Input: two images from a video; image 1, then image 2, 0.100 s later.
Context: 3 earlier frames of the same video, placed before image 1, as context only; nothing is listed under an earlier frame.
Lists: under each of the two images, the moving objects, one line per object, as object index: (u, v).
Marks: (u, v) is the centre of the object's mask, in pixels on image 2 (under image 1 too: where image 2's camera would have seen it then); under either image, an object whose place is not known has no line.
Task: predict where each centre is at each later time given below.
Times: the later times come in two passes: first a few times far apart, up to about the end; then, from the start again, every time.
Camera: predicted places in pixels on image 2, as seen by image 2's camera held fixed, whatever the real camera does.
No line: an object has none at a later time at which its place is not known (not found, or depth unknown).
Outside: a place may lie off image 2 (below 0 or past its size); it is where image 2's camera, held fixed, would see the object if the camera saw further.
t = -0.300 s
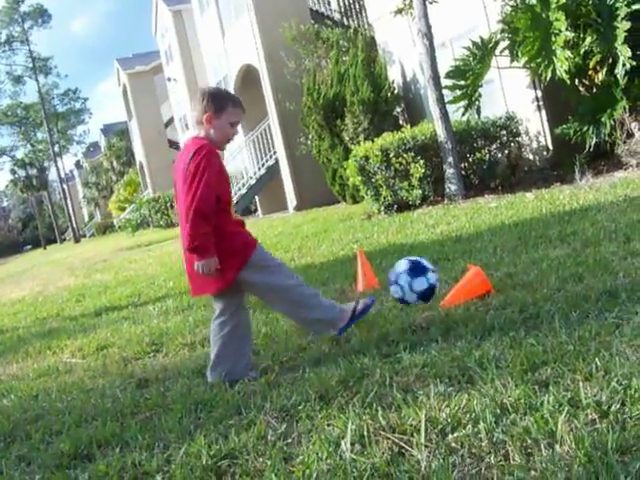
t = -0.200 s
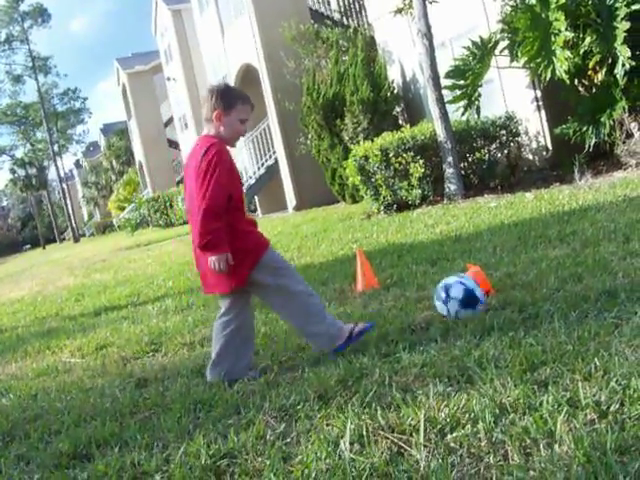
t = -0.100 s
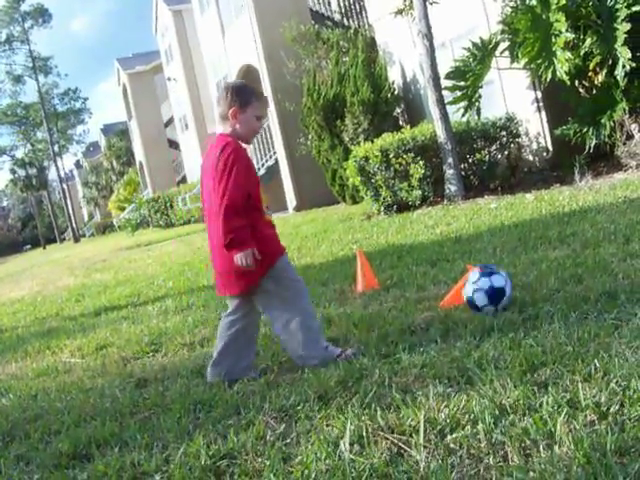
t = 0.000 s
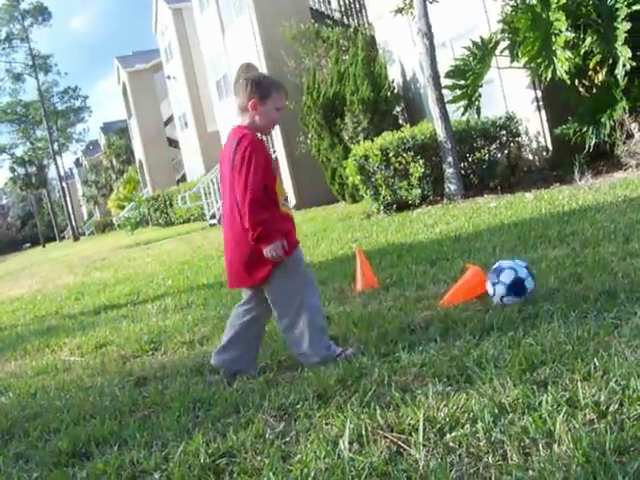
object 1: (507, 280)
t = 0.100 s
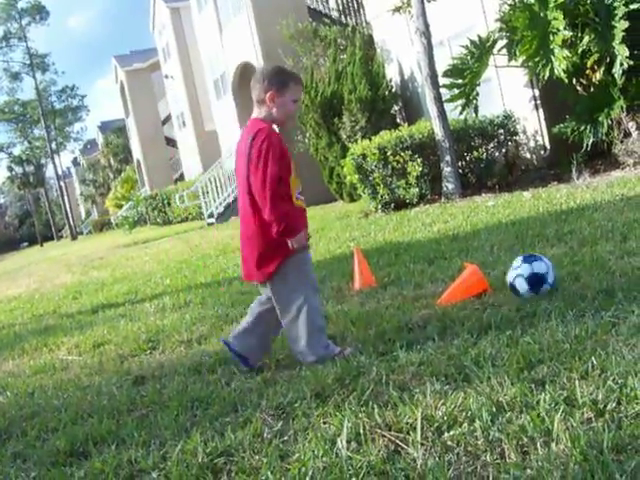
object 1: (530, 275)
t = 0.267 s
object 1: (564, 270)
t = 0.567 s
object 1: (602, 261)
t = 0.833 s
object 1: (608, 259)
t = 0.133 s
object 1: (537, 275)
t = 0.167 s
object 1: (544, 274)
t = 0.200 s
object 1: (551, 272)
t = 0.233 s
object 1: (557, 271)
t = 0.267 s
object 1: (564, 270)
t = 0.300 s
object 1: (570, 268)
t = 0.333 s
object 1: (575, 267)
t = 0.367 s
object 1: (580, 266)
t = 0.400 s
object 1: (585, 264)
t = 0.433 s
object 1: (589, 264)
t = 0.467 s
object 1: (594, 264)
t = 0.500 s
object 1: (598, 263)
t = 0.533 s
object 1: (600, 262)
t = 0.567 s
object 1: (602, 261)
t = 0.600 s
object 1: (604, 259)
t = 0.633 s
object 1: (606, 259)
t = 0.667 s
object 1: (607, 259)
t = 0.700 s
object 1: (608, 259)
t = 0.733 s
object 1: (608, 259)
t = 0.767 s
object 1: (609, 258)
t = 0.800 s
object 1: (609, 259)
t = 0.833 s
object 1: (608, 259)
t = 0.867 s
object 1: (607, 259)
